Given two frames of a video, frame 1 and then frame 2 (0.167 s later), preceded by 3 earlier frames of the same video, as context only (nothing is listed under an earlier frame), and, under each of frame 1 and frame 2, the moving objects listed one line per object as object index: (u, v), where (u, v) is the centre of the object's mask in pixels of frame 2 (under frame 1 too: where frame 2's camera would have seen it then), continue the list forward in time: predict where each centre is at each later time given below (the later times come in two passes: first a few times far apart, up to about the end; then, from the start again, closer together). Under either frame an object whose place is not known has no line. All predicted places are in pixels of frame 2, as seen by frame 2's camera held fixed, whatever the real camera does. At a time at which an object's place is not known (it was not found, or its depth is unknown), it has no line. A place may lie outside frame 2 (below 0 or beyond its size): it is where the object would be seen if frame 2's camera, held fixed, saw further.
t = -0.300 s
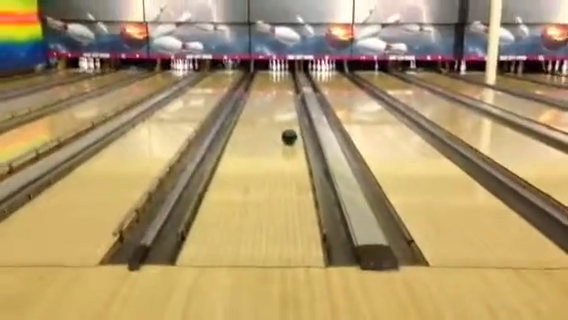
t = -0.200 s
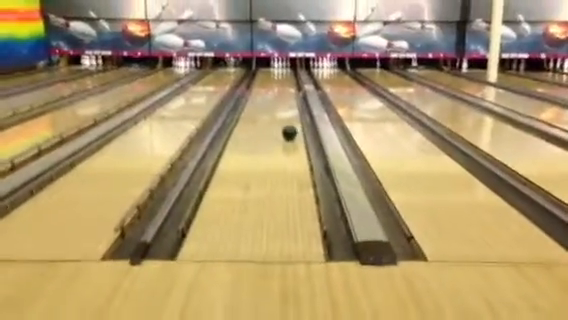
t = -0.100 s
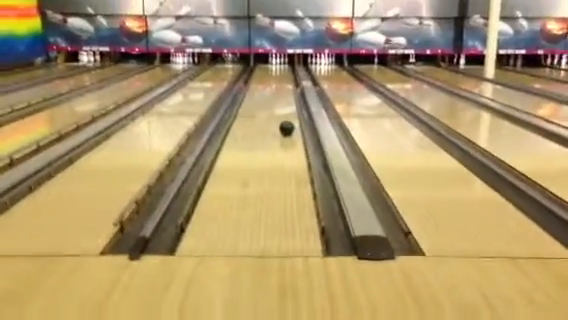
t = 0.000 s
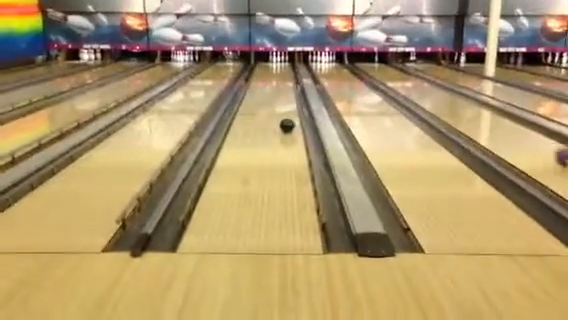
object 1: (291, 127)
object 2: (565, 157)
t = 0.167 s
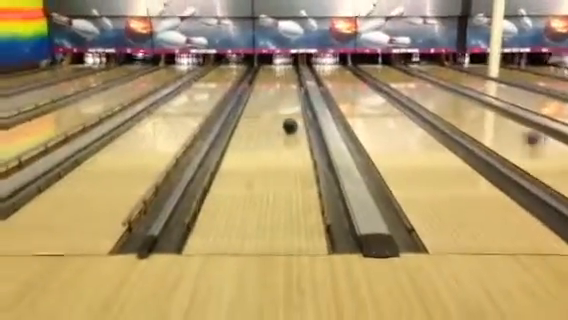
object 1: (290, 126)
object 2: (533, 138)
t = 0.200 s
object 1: (289, 126)
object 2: (525, 135)
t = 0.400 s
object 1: (288, 124)
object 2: (497, 119)
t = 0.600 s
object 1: (287, 123)
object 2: (473, 109)
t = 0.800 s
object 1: (286, 121)
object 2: (451, 97)
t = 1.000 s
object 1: (285, 120)
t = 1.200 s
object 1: (285, 119)
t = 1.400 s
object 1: (283, 118)
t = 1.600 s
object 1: (282, 117)
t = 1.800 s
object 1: (281, 115)
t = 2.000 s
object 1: (280, 114)
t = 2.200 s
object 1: (279, 113)
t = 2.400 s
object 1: (278, 112)
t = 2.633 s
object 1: (277, 111)
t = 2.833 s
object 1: (277, 109)
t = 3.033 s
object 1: (276, 108)
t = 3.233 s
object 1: (275, 108)
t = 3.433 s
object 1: (274, 107)
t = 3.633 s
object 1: (274, 106)
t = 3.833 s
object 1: (274, 105)
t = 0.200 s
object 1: (289, 126)
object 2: (525, 135)
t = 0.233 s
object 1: (289, 125)
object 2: (520, 132)
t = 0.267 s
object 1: (289, 125)
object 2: (515, 129)
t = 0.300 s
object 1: (289, 125)
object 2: (510, 126)
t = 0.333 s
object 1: (289, 125)
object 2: (504, 122)
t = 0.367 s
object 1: (288, 125)
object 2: (500, 121)
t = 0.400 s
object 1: (288, 124)
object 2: (497, 119)
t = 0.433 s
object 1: (288, 124)
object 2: (490, 118)
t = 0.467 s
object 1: (288, 124)
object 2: (485, 116)
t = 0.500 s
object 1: (288, 123)
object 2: (482, 114)
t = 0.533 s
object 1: (288, 123)
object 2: (479, 112)
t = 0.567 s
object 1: (287, 123)
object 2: (476, 110)
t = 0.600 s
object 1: (287, 123)
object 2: (473, 109)
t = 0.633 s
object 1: (287, 123)
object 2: (469, 107)
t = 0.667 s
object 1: (287, 122)
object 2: (467, 106)
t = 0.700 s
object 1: (287, 122)
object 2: (464, 102)
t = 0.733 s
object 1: (287, 122)
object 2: (461, 102)
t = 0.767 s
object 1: (286, 121)
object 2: (456, 100)
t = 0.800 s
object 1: (286, 121)
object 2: (451, 97)
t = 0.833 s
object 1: (286, 121)
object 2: (450, 96)
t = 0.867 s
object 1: (286, 121)
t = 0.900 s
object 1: (286, 121)
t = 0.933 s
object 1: (286, 120)
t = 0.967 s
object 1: (286, 120)
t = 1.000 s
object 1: (285, 120)
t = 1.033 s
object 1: (285, 120)
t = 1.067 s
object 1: (285, 119)
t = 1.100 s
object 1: (285, 119)
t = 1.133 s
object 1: (285, 119)
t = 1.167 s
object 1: (284, 119)
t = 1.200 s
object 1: (285, 119)
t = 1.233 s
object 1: (284, 118)
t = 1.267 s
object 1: (284, 119)
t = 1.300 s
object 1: (284, 118)
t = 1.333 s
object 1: (284, 118)
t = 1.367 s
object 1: (283, 118)
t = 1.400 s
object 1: (283, 118)
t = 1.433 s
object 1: (283, 117)
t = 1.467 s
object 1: (283, 117)
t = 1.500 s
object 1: (283, 117)
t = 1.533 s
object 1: (282, 117)
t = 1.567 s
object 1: (282, 116)
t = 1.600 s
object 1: (282, 117)
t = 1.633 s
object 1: (282, 117)
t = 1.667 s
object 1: (282, 116)
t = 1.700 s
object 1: (282, 116)
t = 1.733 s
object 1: (281, 116)
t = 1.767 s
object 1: (281, 115)
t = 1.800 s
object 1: (281, 115)
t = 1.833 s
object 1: (281, 115)
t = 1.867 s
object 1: (281, 115)
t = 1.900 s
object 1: (281, 115)
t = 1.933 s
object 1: (280, 115)
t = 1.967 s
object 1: (280, 114)
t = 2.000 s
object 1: (280, 114)
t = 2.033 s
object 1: (280, 114)
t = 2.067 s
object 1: (279, 114)
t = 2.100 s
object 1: (280, 114)
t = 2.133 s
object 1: (280, 114)
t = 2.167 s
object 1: (279, 114)
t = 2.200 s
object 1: (279, 113)
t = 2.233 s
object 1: (279, 112)
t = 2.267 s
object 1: (279, 112)
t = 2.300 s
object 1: (278, 112)
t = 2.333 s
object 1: (278, 112)
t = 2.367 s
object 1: (278, 112)
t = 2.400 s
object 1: (278, 112)
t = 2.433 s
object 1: (278, 112)
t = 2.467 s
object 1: (277, 111)
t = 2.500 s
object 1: (277, 111)
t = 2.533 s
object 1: (278, 111)
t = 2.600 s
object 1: (277, 111)
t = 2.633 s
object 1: (277, 111)
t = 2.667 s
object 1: (277, 111)
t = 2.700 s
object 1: (277, 111)
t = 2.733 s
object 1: (278, 111)
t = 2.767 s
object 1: (277, 110)
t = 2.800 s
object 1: (277, 110)
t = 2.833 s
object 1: (277, 109)
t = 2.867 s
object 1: (276, 109)
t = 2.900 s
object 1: (276, 109)
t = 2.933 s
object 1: (276, 109)
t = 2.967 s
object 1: (276, 109)
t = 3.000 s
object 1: (276, 109)
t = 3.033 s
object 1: (276, 108)
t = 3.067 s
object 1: (276, 108)
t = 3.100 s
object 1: (276, 109)
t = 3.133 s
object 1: (275, 108)
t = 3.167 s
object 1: (275, 108)
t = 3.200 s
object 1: (275, 108)
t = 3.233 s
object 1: (275, 108)
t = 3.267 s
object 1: (275, 108)
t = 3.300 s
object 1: (275, 107)
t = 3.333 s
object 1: (275, 107)
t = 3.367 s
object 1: (274, 107)
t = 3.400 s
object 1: (274, 107)
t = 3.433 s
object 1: (274, 107)
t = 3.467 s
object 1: (274, 106)
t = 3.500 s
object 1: (274, 106)
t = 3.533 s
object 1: (274, 106)
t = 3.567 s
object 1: (274, 106)
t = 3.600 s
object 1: (274, 106)
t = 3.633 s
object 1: (274, 106)
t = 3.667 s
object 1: (274, 106)
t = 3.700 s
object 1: (274, 106)
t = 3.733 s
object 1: (274, 106)
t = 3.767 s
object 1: (274, 106)
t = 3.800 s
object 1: (274, 105)
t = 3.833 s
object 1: (274, 105)
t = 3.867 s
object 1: (274, 105)
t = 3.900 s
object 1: (274, 105)
